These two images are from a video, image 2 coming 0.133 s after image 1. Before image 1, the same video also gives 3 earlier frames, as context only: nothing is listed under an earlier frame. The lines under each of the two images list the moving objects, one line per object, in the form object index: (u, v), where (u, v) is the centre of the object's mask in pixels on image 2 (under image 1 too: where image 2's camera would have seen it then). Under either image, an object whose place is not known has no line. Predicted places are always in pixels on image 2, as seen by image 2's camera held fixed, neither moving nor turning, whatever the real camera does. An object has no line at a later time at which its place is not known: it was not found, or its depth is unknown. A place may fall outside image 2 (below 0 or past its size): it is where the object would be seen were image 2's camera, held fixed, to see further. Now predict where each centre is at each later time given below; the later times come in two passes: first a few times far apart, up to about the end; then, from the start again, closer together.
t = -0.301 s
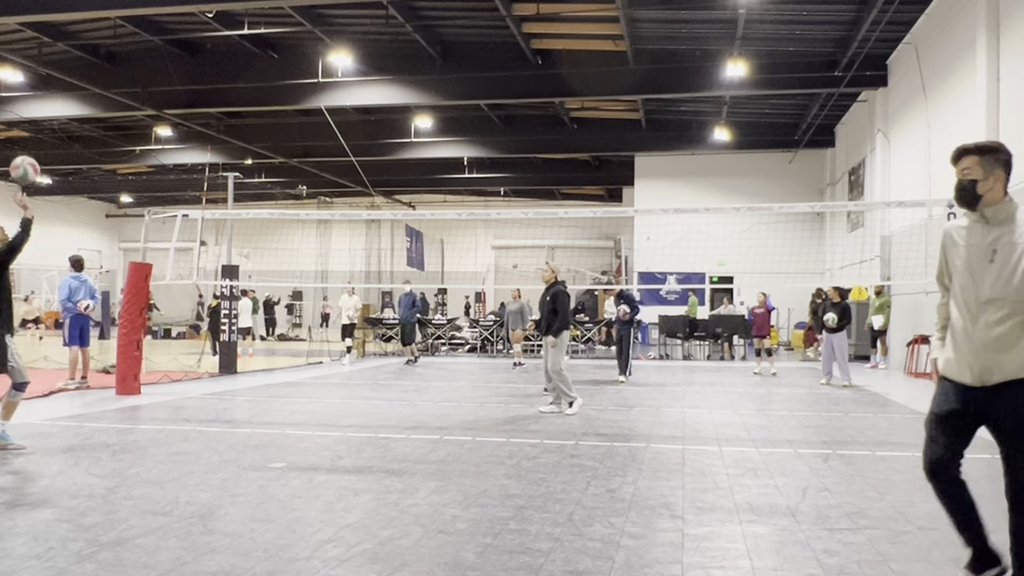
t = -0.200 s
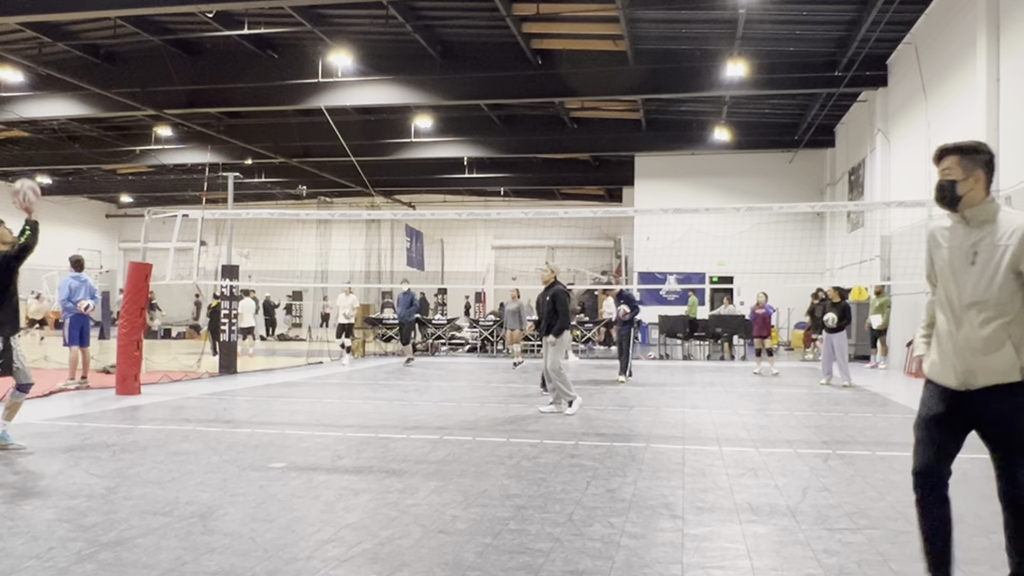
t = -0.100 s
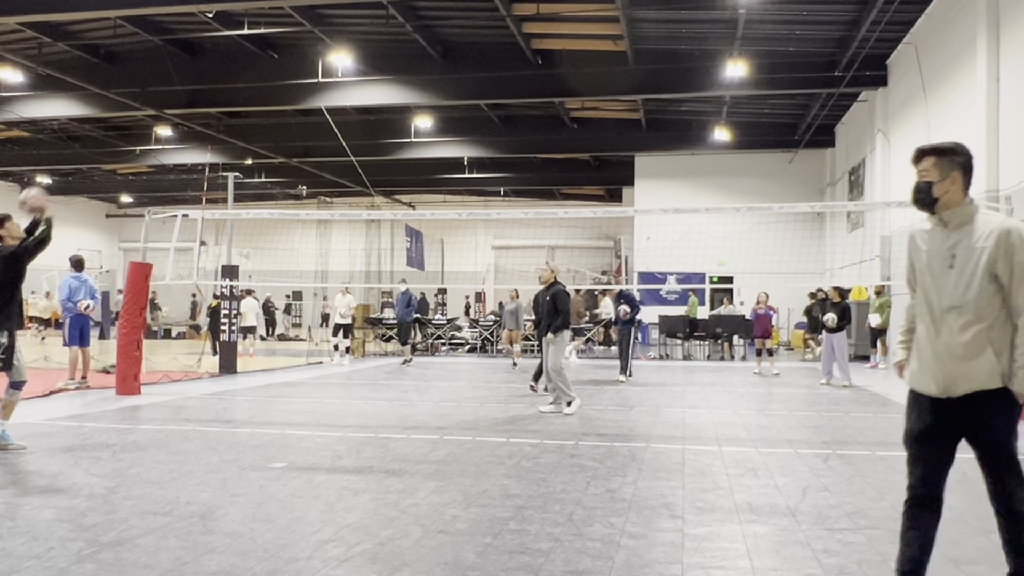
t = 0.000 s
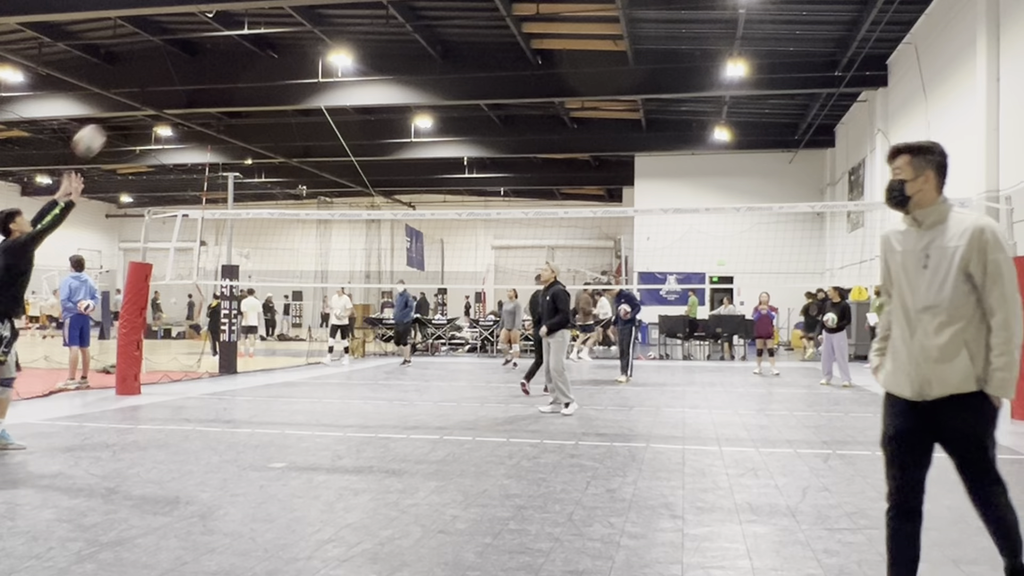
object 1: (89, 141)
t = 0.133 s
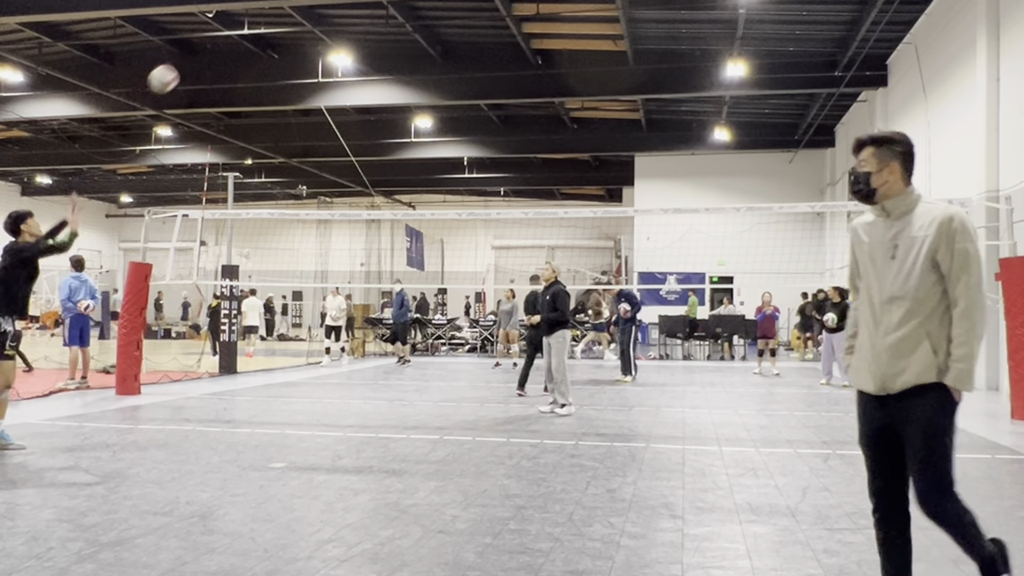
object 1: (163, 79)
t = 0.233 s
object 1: (213, 50)
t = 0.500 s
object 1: (322, 30)
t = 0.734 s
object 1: (400, 67)
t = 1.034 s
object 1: (481, 173)
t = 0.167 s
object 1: (180, 68)
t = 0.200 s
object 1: (197, 58)
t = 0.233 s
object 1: (213, 50)
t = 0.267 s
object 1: (228, 44)
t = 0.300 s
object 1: (243, 38)
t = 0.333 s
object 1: (257, 34)
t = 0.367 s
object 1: (271, 31)
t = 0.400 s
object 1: (285, 29)
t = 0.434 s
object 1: (297, 28)
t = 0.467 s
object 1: (310, 29)
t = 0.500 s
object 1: (322, 30)
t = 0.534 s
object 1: (334, 33)
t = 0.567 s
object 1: (346, 37)
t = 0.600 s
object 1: (357, 41)
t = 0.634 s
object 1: (369, 46)
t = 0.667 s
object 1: (380, 53)
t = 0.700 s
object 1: (390, 60)
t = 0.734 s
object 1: (400, 67)
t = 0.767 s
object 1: (410, 76)
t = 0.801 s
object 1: (420, 84)
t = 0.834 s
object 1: (430, 96)
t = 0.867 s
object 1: (439, 108)
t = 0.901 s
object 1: (448, 119)
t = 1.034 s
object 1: (481, 173)
